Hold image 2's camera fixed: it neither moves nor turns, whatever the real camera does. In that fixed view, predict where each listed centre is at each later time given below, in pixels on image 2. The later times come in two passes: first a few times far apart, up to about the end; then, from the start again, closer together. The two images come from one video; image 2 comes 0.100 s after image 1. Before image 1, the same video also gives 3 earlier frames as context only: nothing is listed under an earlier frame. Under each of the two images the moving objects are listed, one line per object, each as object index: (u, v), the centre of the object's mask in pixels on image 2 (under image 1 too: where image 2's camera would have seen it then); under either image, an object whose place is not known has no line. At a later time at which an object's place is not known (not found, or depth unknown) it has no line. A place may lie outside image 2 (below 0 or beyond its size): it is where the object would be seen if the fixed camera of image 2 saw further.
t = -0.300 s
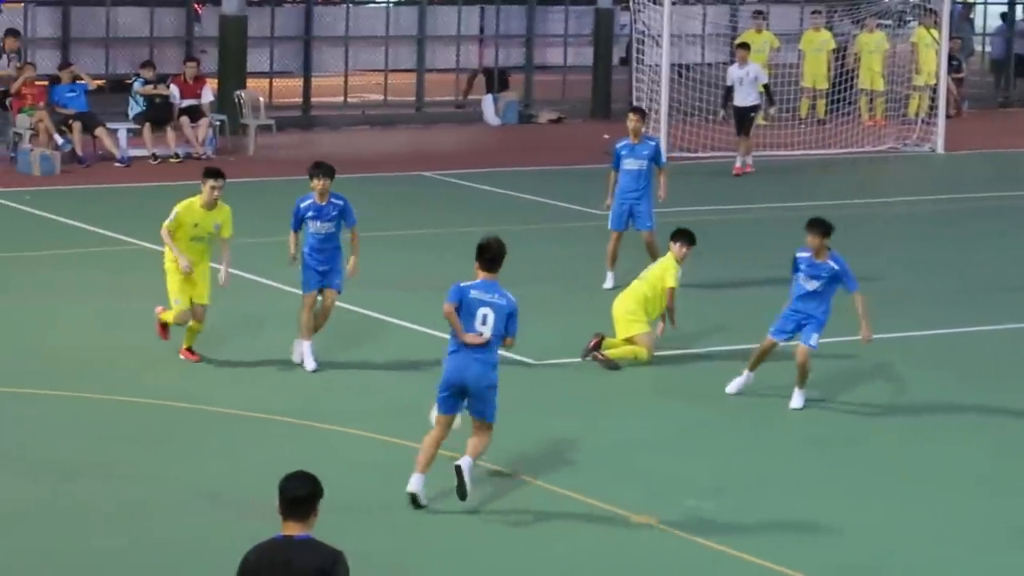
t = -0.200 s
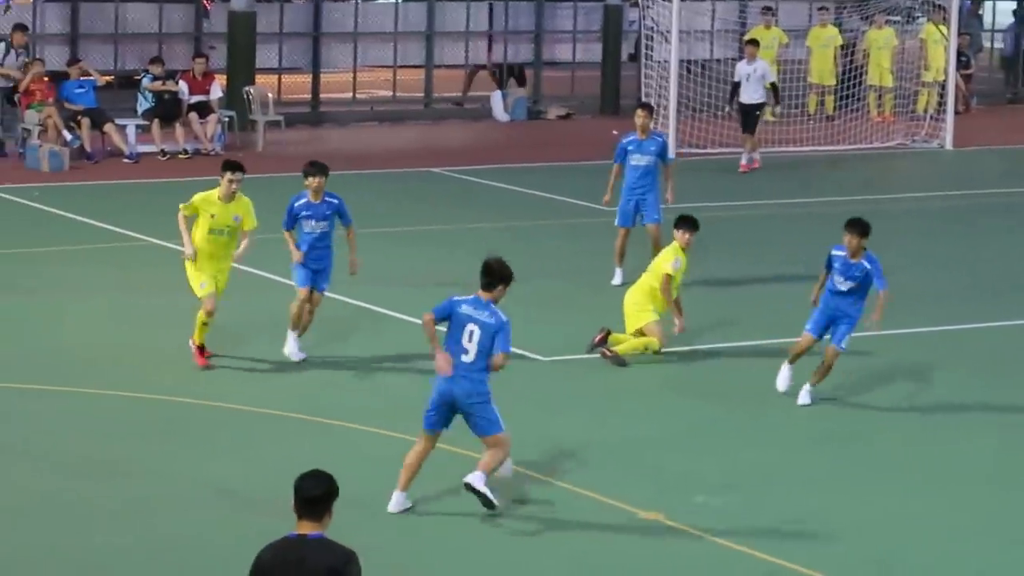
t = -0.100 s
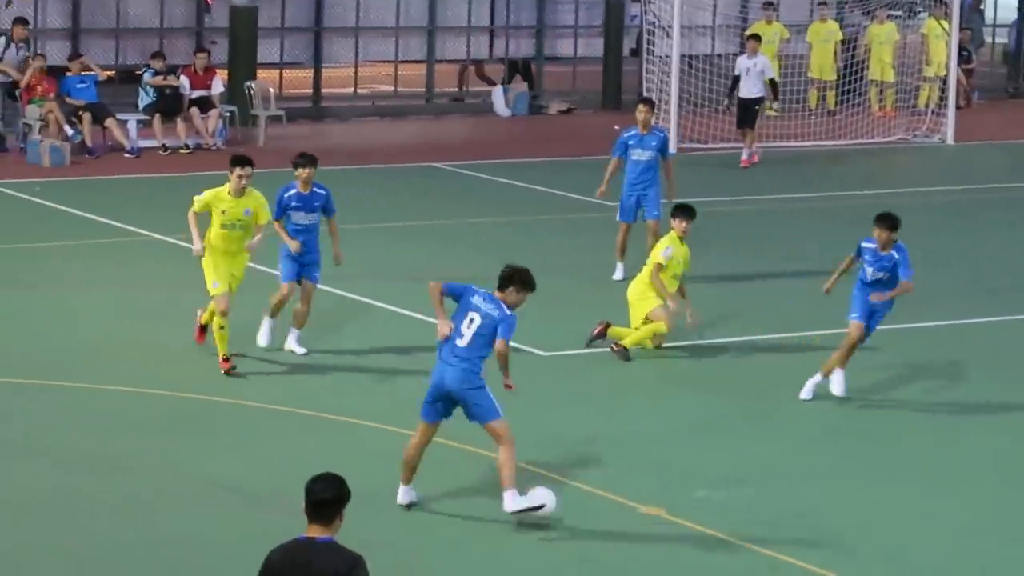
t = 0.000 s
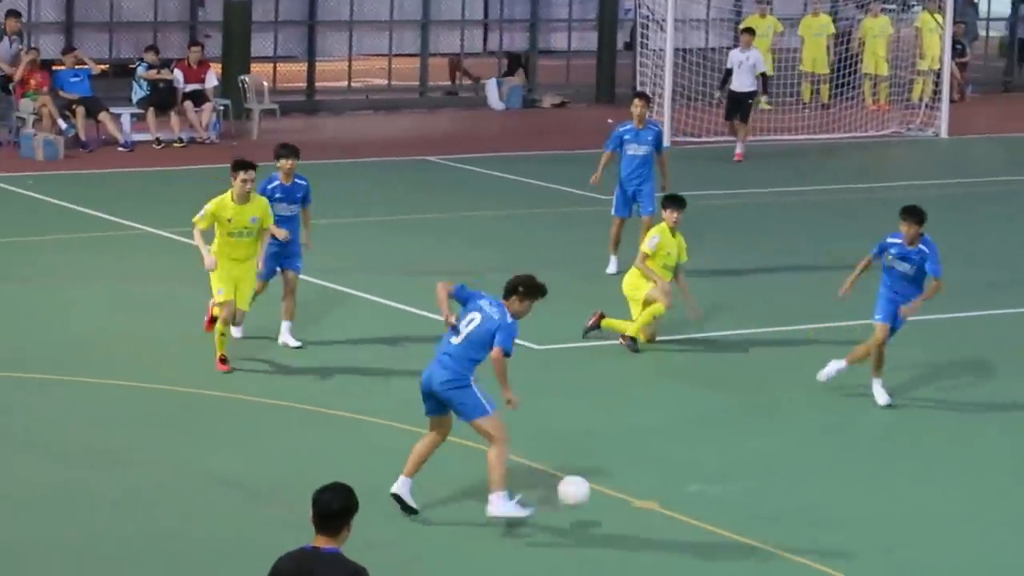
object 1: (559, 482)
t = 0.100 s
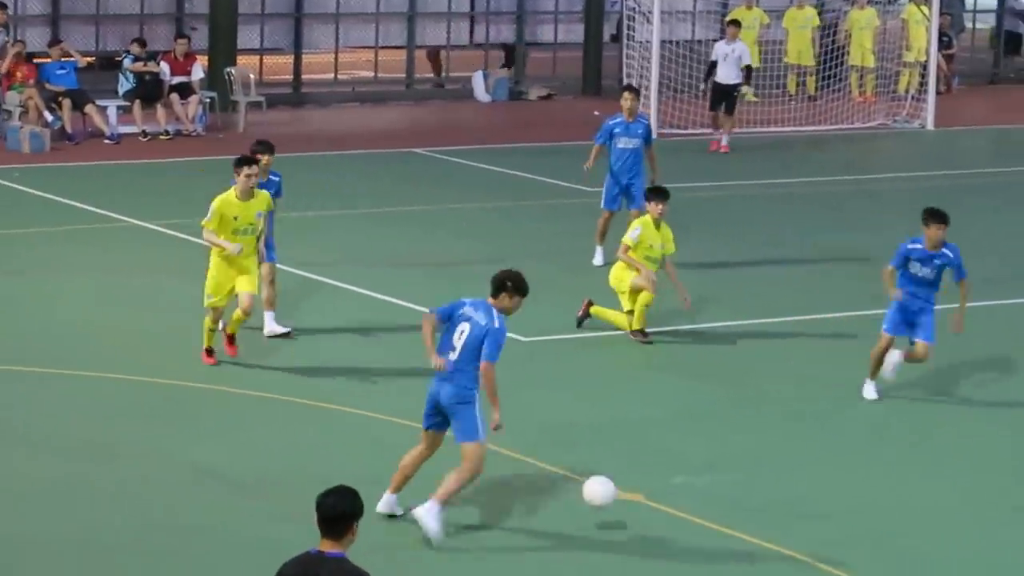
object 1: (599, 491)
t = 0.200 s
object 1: (640, 516)
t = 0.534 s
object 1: (696, 530)
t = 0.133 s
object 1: (611, 497)
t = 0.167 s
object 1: (626, 505)
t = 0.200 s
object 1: (640, 516)
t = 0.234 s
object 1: (655, 529)
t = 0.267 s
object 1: (664, 531)
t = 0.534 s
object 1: (696, 530)
